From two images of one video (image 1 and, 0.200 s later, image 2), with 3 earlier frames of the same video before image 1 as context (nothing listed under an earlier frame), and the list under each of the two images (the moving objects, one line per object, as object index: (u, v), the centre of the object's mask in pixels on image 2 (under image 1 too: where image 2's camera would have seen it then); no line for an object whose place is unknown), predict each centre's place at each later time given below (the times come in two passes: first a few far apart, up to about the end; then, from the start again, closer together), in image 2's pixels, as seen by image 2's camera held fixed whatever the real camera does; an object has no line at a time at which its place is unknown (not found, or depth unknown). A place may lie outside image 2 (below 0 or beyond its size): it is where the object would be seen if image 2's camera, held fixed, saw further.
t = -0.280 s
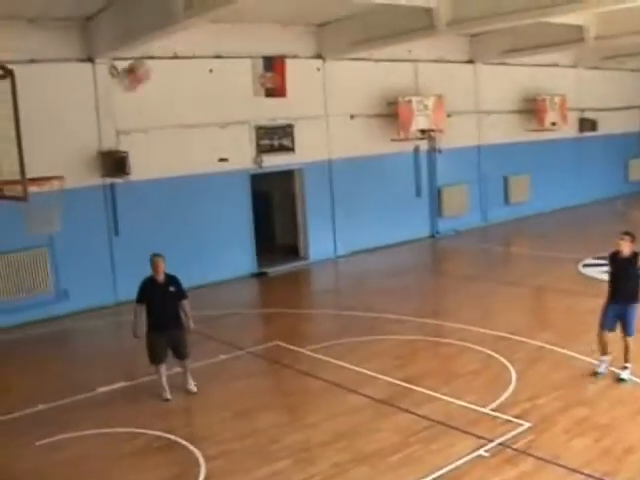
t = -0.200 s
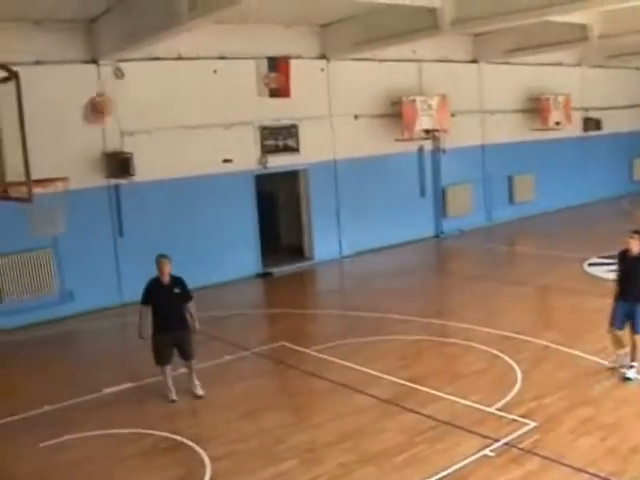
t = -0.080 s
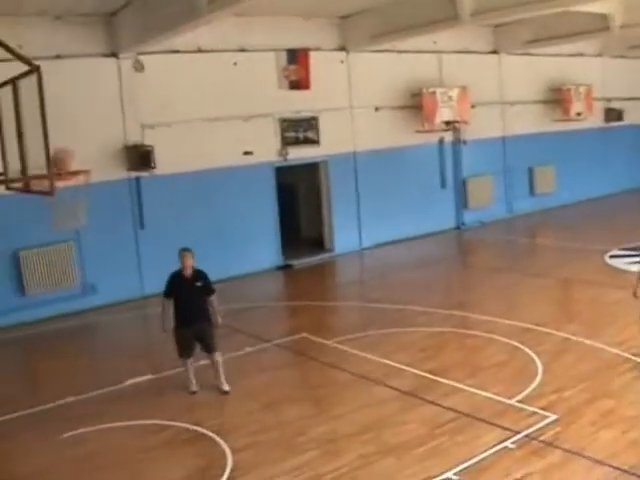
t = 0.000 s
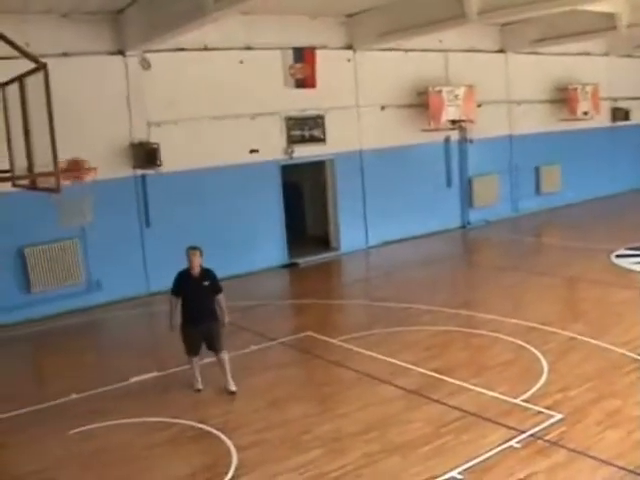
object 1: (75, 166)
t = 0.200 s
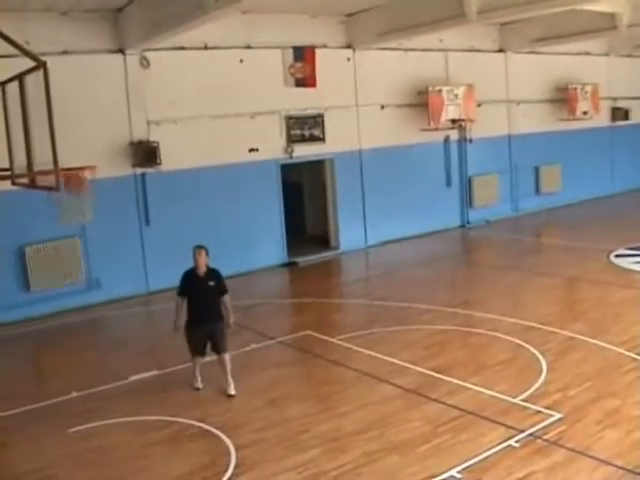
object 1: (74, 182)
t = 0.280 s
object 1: (89, 194)
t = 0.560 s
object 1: (103, 219)
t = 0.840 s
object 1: (115, 315)
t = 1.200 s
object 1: (132, 451)
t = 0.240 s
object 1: (84, 190)
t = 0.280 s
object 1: (89, 194)
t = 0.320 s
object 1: (94, 196)
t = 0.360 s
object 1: (97, 199)
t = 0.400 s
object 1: (100, 200)
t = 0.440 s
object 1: (101, 202)
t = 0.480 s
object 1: (102, 206)
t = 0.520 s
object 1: (102, 213)
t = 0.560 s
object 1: (103, 219)
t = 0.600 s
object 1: (103, 228)
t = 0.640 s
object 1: (105, 239)
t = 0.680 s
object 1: (106, 251)
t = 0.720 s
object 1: (108, 264)
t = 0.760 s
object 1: (110, 280)
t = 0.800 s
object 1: (113, 296)
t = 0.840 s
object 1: (115, 315)
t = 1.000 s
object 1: (126, 405)
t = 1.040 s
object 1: (132, 436)
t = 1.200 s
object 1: (132, 451)
